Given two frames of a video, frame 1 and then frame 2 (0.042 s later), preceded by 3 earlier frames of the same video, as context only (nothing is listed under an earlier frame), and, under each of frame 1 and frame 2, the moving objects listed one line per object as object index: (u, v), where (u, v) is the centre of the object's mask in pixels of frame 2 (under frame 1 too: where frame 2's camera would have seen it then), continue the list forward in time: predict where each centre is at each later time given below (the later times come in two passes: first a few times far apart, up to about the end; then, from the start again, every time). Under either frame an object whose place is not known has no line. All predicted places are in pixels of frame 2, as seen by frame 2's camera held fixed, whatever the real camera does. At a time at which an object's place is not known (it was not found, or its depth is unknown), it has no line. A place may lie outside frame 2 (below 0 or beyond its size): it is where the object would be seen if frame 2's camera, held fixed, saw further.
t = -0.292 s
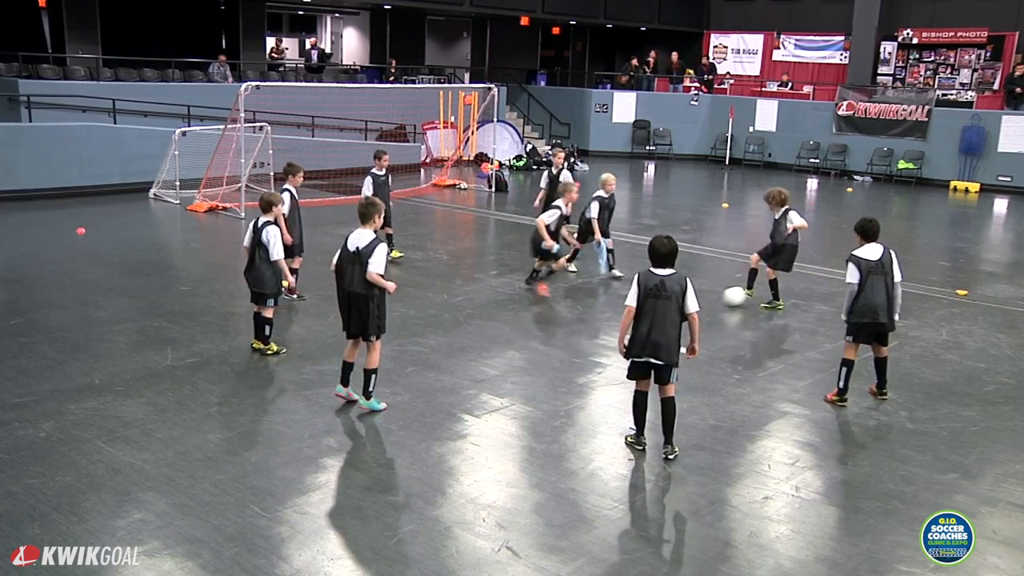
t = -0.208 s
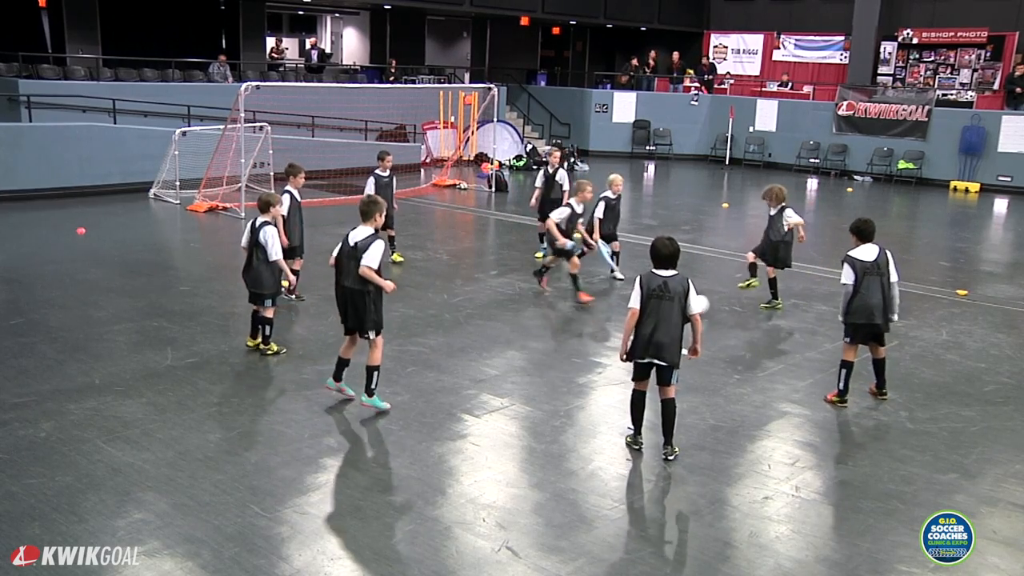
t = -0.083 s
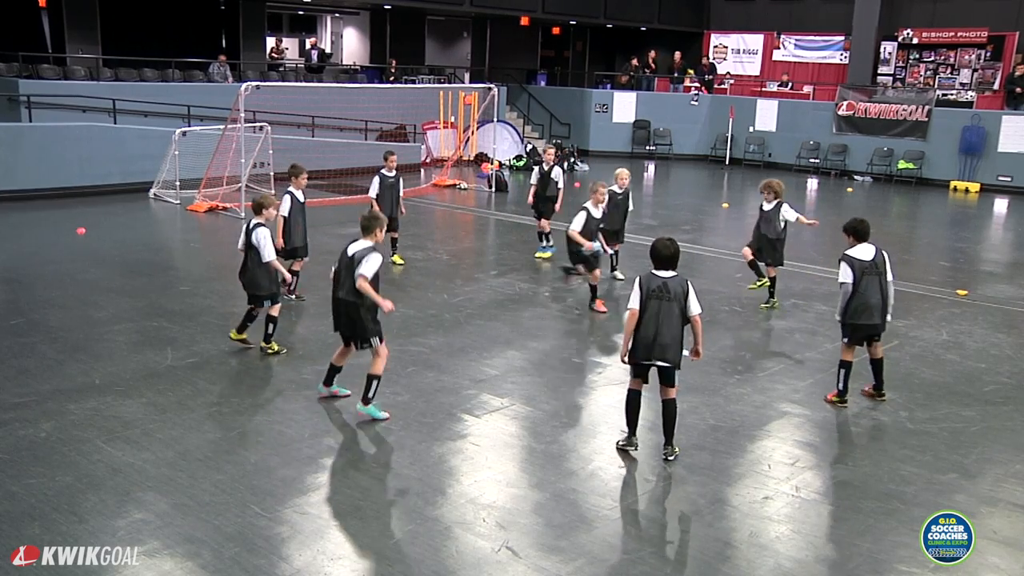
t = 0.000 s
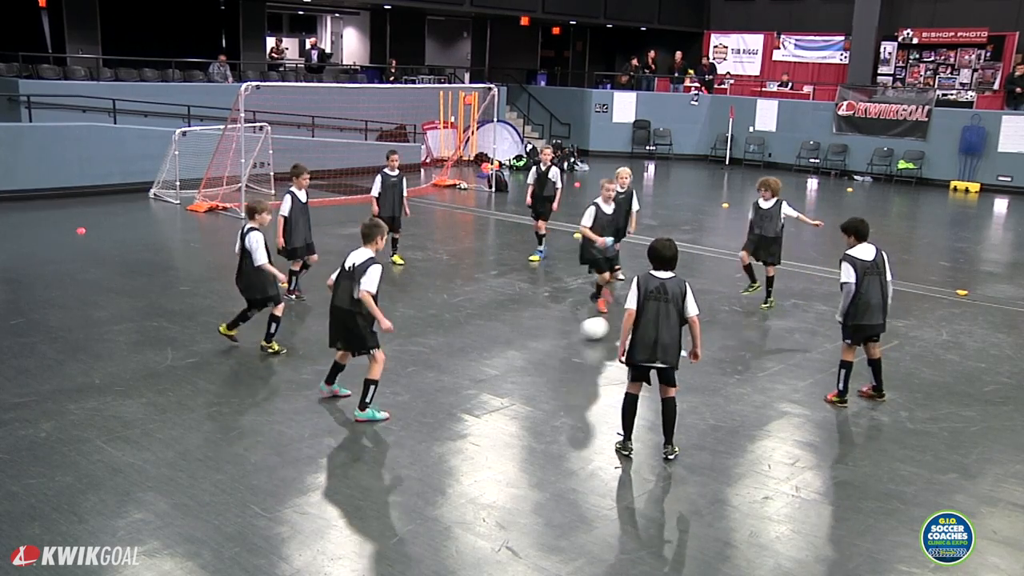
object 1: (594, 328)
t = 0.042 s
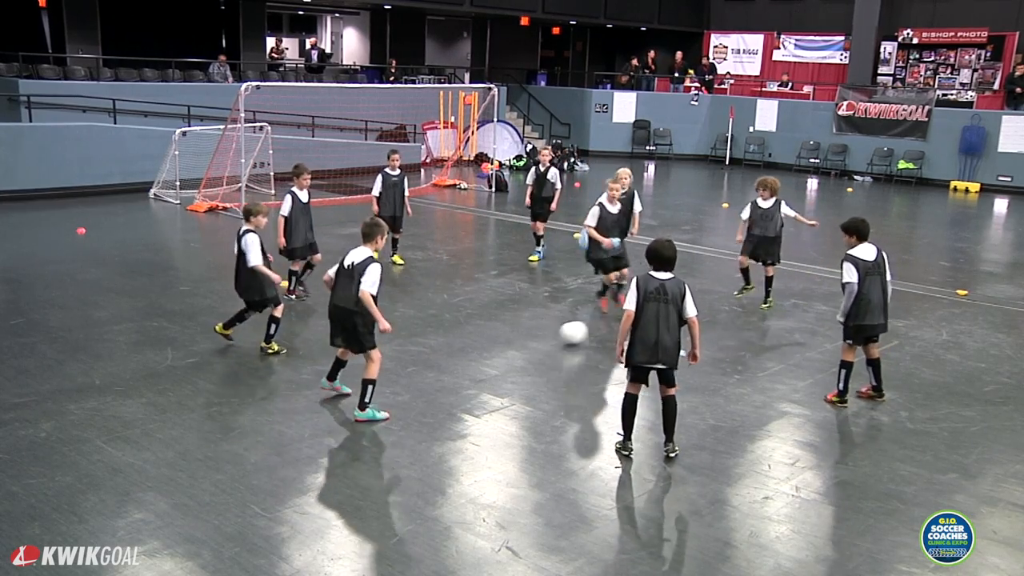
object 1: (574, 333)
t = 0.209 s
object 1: (486, 353)
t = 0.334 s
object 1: (419, 368)
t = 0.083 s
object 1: (552, 338)
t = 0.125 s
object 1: (530, 343)
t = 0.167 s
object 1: (508, 348)
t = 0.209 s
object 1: (486, 353)
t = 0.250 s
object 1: (464, 359)
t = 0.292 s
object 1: (441, 364)
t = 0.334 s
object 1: (419, 368)
